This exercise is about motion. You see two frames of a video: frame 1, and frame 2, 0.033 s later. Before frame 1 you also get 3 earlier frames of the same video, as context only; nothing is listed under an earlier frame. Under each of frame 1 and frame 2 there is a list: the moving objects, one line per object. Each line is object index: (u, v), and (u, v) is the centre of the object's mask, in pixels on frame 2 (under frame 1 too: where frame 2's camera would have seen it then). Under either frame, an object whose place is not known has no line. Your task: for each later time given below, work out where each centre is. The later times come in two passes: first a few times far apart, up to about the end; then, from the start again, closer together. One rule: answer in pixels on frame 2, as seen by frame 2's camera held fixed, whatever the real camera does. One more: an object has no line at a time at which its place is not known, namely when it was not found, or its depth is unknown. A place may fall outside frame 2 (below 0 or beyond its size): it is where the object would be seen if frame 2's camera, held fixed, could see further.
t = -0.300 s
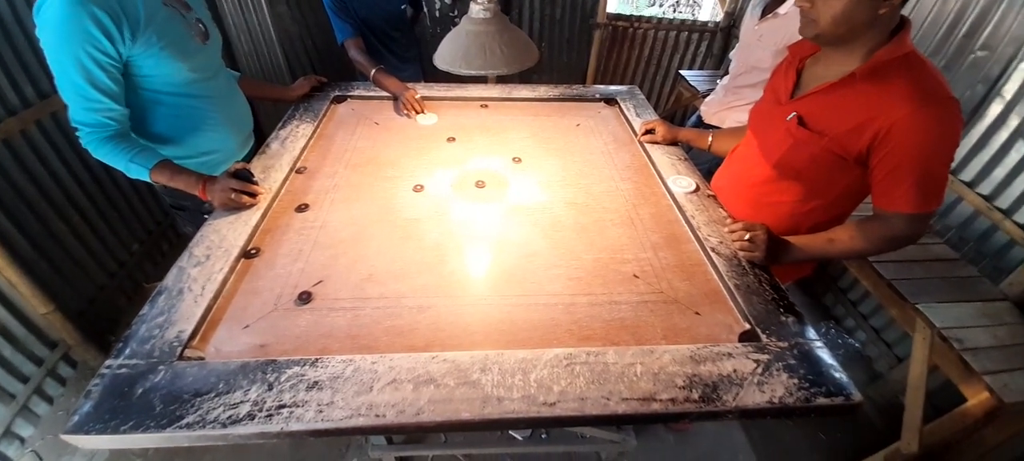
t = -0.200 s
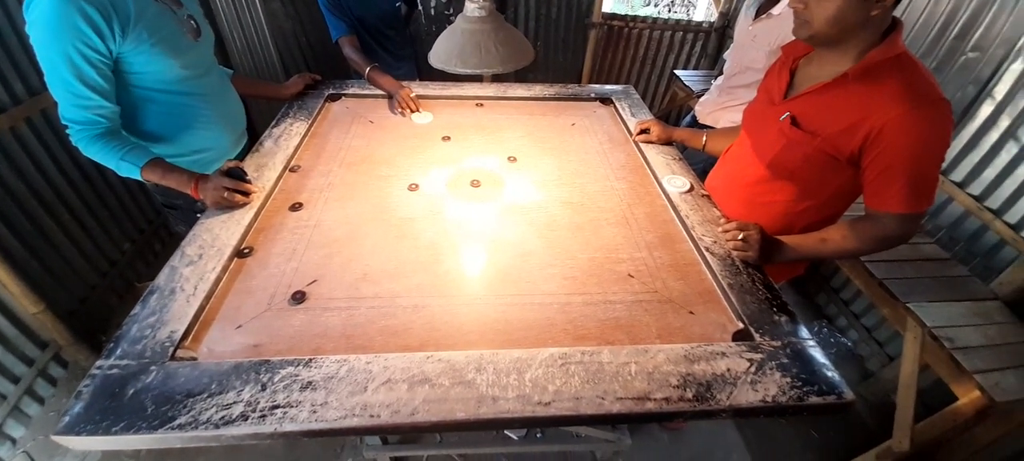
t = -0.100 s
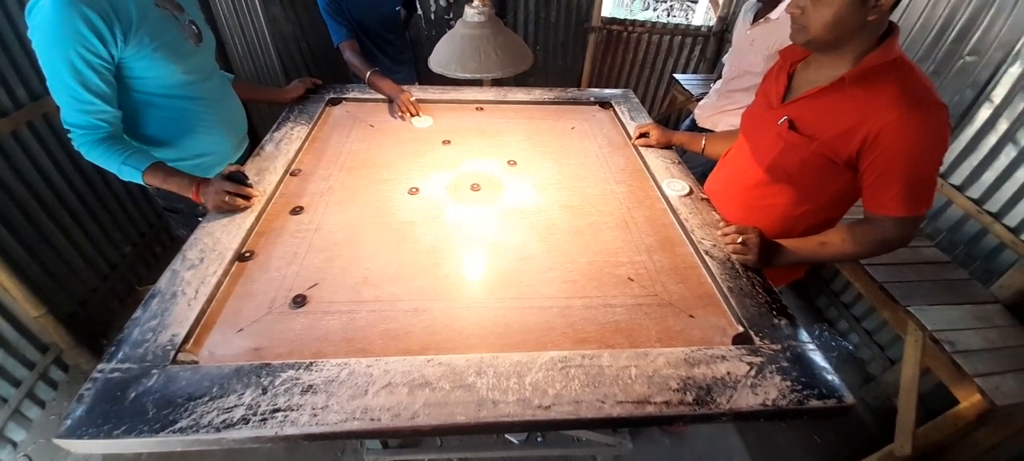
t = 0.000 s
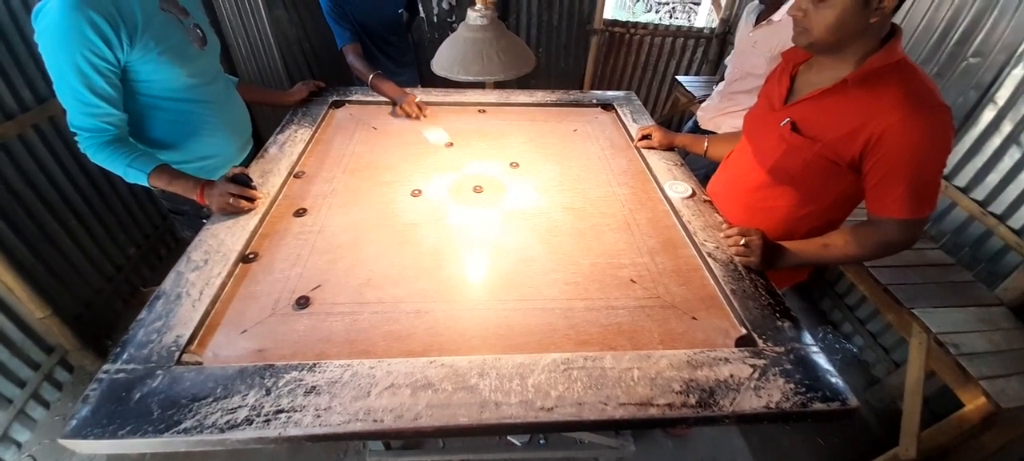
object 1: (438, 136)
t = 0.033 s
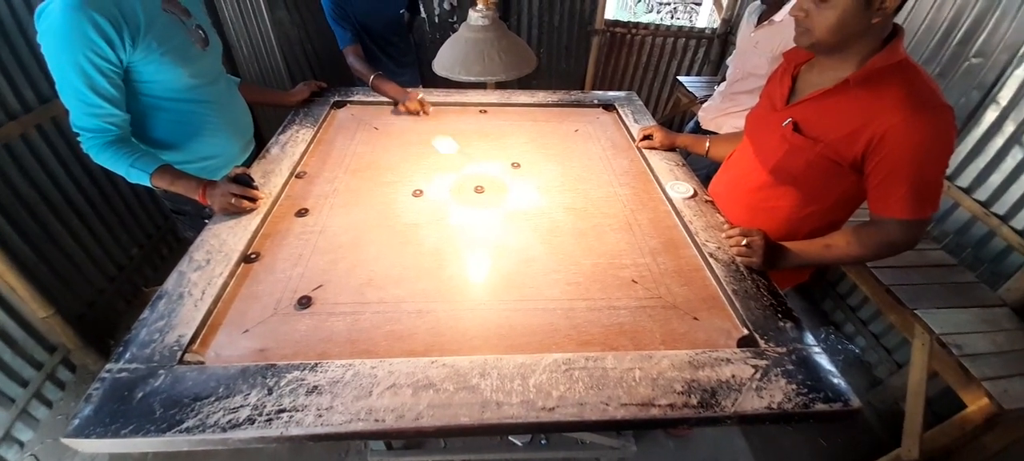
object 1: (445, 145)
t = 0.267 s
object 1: (494, 214)
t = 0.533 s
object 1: (561, 299)
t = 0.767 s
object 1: (595, 291)
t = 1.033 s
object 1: (601, 233)
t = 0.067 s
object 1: (452, 154)
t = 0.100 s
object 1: (457, 163)
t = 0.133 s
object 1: (465, 173)
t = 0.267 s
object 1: (494, 214)
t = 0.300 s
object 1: (503, 221)
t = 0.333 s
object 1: (511, 230)
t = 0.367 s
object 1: (517, 240)
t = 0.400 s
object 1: (524, 251)
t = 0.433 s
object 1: (533, 262)
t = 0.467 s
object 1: (542, 274)
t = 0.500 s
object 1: (551, 286)
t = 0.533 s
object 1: (561, 299)
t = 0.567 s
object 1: (571, 313)
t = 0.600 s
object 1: (583, 328)
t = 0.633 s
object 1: (591, 335)
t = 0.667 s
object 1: (593, 323)
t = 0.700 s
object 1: (593, 312)
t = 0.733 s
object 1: (594, 301)
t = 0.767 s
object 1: (595, 291)
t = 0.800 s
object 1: (595, 282)
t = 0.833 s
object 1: (596, 273)
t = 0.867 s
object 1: (597, 265)
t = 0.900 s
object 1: (598, 258)
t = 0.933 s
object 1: (599, 251)
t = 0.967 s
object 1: (599, 245)
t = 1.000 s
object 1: (600, 239)
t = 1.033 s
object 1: (601, 233)
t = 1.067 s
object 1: (601, 228)
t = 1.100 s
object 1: (602, 223)
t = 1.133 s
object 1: (603, 218)
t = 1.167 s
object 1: (603, 213)
